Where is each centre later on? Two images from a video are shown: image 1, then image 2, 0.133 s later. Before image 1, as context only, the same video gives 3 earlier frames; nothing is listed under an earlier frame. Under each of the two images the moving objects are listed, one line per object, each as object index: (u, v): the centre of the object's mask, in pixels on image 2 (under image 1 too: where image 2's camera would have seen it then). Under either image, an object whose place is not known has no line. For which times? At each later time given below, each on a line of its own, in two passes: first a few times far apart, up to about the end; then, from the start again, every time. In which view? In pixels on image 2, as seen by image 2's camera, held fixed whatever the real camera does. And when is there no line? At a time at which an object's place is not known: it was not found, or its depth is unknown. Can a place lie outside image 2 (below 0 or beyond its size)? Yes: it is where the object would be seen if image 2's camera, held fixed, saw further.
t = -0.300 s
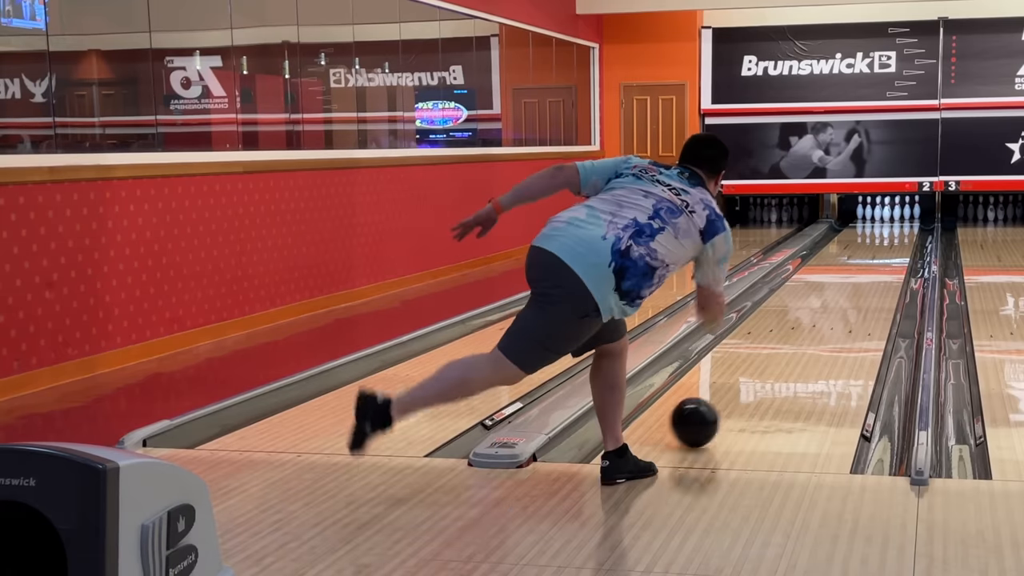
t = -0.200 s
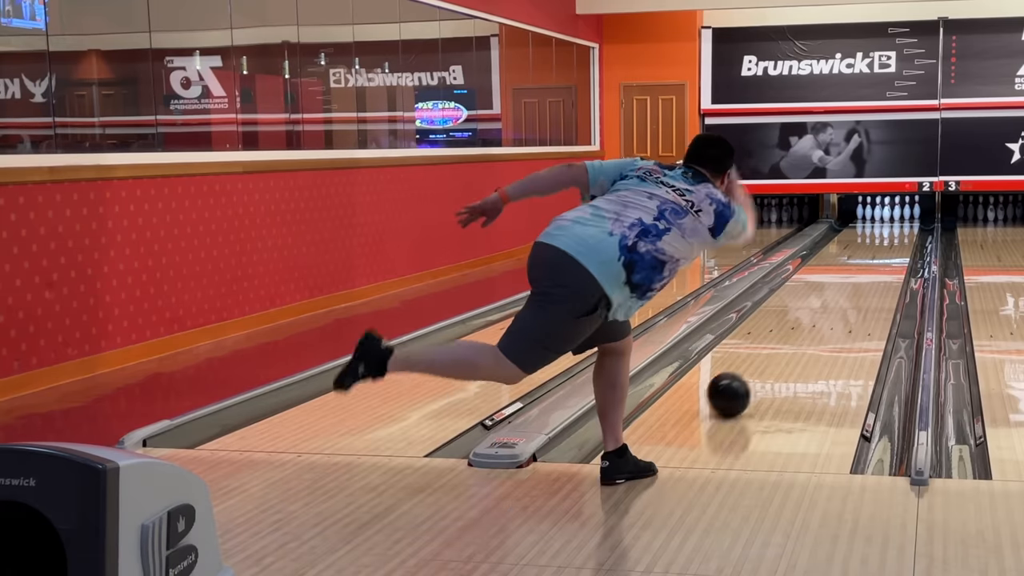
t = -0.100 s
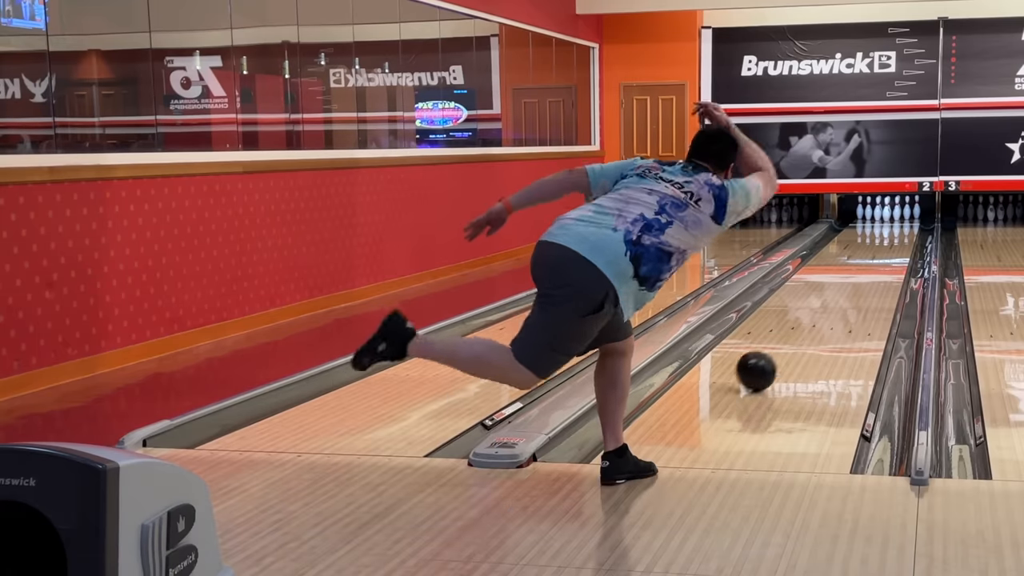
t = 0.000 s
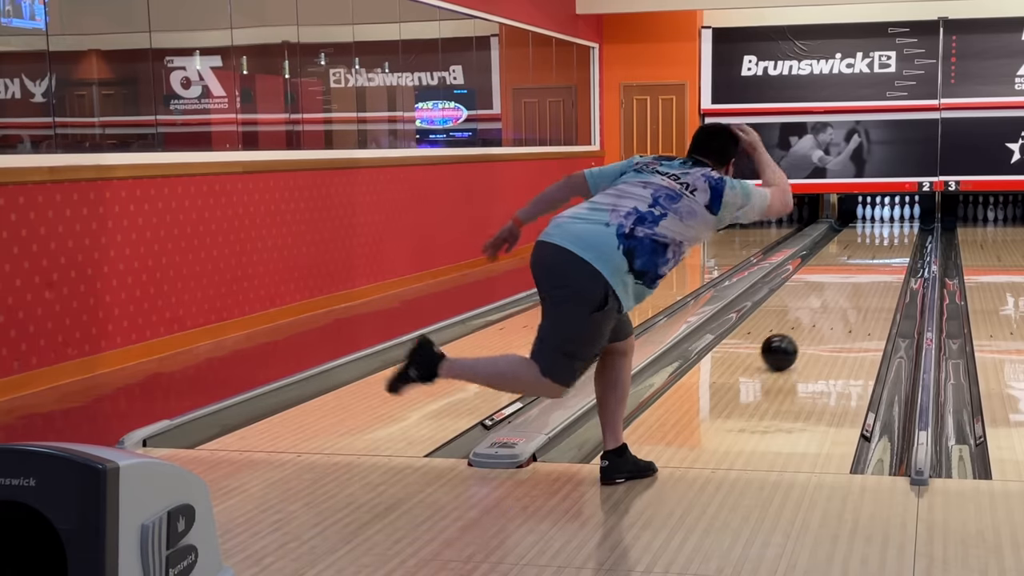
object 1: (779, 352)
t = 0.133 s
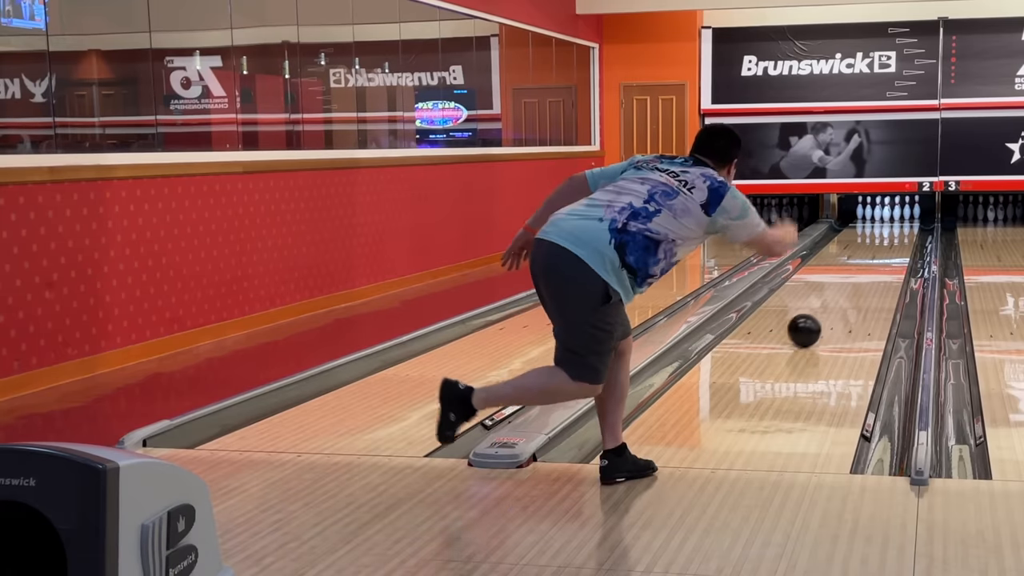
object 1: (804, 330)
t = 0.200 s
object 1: (815, 322)
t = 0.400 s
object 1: (841, 299)
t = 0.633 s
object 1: (864, 278)
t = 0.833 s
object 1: (878, 264)
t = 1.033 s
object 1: (890, 253)
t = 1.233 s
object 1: (898, 244)
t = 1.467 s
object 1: (905, 235)
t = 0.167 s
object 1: (809, 326)
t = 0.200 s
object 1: (815, 322)
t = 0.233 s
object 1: (820, 317)
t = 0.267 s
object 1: (824, 313)
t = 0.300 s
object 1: (829, 309)
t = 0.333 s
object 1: (833, 306)
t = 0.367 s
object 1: (837, 302)
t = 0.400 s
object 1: (841, 299)
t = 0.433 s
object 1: (845, 295)
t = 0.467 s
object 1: (848, 292)
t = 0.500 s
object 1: (852, 289)
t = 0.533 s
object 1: (855, 286)
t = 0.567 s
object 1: (858, 284)
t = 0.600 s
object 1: (861, 281)
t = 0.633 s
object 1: (864, 278)
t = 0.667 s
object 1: (866, 275)
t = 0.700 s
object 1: (869, 273)
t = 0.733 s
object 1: (871, 271)
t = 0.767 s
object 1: (874, 269)
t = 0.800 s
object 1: (876, 267)
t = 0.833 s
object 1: (878, 264)
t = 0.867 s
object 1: (880, 262)
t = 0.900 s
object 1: (882, 261)
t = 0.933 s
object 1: (884, 259)
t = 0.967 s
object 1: (886, 257)
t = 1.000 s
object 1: (888, 255)
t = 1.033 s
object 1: (890, 253)
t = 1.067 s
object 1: (891, 251)
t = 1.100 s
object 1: (893, 250)
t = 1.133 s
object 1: (894, 248)
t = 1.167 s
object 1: (896, 247)
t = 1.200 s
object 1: (897, 246)
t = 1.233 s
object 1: (898, 244)
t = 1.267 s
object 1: (899, 243)
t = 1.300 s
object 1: (901, 241)
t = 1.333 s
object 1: (902, 240)
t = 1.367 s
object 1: (903, 239)
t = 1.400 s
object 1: (903, 237)
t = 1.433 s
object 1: (904, 236)
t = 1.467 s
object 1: (905, 235)
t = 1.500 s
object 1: (905, 234)
